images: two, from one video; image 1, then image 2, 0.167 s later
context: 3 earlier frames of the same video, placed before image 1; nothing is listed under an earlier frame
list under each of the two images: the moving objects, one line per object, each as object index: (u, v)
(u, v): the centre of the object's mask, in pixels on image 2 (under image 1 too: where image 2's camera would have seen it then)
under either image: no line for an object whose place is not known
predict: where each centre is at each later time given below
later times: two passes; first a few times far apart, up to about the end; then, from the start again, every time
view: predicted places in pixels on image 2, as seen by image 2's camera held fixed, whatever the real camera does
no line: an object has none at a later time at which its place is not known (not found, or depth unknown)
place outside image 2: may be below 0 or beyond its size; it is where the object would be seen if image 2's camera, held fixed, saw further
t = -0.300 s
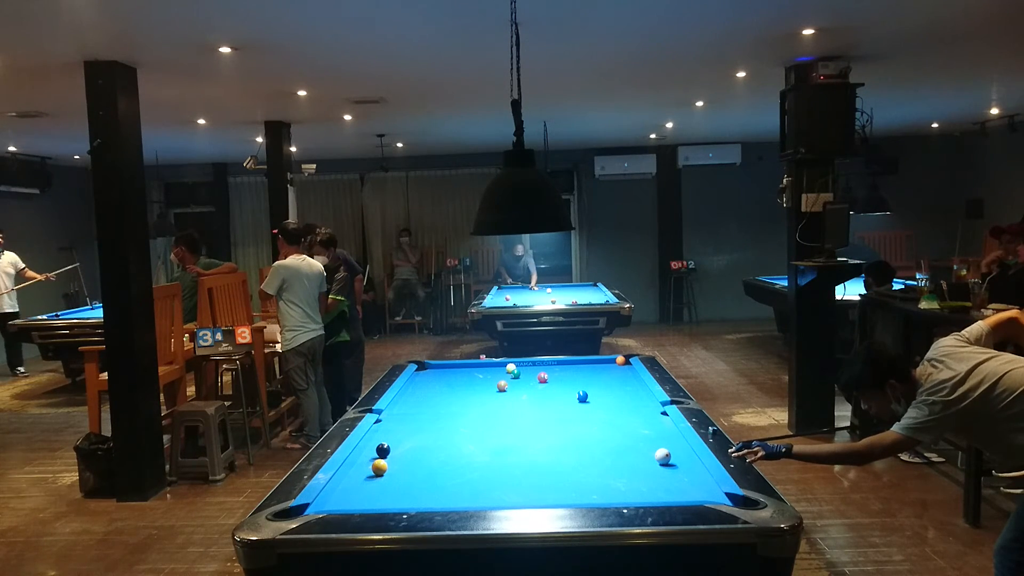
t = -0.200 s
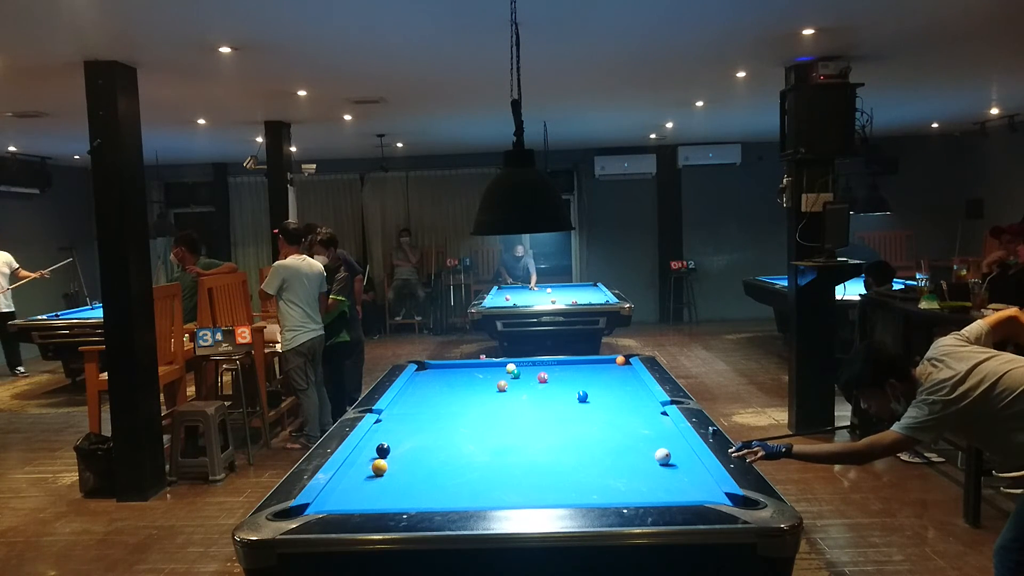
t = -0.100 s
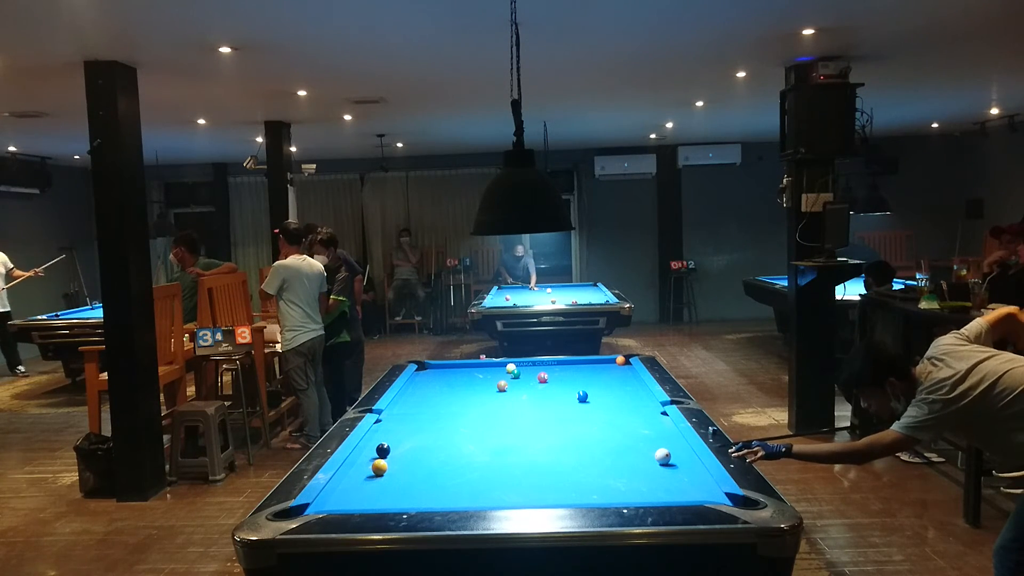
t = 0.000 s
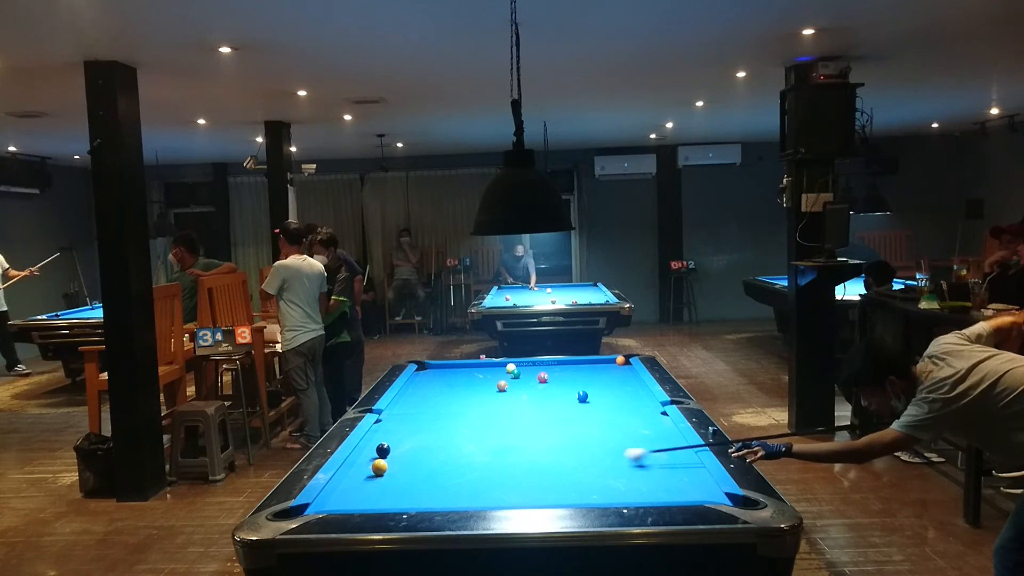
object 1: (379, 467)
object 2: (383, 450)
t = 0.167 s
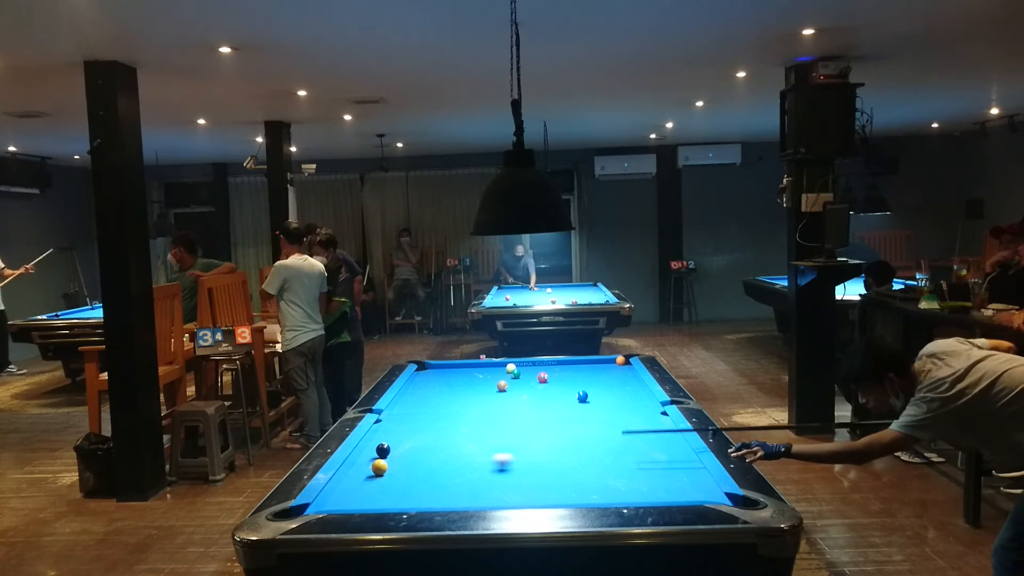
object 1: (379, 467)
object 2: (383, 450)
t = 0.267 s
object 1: (379, 467)
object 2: (383, 450)
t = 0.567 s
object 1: (410, 477)
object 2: (384, 450)
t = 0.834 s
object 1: (488, 482)
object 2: (395, 450)
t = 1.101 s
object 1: (569, 487)
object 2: (407, 450)
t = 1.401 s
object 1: (663, 492)
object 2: (419, 450)
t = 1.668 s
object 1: (703, 495)
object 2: (427, 450)
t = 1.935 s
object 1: (673, 498)
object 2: (433, 450)
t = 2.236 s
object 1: (646, 497)
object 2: (439, 450)
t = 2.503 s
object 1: (625, 496)
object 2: (443, 450)
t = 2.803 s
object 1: (604, 496)
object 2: (444, 450)
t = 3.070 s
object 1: (588, 495)
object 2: (444, 450)
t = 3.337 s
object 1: (574, 494)
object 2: (444, 450)
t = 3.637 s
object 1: (561, 494)
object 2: (444, 450)
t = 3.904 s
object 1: (551, 493)
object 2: (444, 450)
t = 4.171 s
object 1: (543, 493)
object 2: (444, 450)
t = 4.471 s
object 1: (537, 492)
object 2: (444, 450)
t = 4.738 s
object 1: (533, 491)
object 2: (444, 450)
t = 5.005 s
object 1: (531, 491)
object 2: (444, 450)
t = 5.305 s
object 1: (531, 491)
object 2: (444, 450)
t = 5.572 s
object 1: (531, 491)
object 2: (444, 450)
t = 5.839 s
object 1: (531, 490)
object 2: (444, 450)
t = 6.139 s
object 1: (531, 491)
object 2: (444, 450)
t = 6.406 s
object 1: (531, 490)
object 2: (444, 450)
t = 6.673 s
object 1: (531, 490)
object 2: (444, 450)
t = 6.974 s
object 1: (531, 491)
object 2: (444, 450)
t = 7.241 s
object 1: (531, 491)
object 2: (444, 450)
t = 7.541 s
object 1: (531, 491)
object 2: (444, 450)
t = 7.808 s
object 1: (531, 490)
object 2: (444, 450)
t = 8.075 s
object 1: (531, 490)
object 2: (444, 450)
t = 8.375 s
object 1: (531, 491)
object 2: (444, 450)
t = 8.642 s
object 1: (531, 490)
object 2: (444, 450)
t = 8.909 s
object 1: (531, 491)
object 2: (444, 450)
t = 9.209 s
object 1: (531, 490)
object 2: (444, 450)
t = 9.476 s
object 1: (531, 491)
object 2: (444, 450)
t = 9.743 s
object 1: (531, 491)
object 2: (444, 450)
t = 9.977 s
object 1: (531, 490)
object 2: (444, 450)
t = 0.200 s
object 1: (379, 467)
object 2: (383, 450)
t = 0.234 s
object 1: (379, 467)
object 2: (383, 450)
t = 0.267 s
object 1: (379, 467)
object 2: (383, 450)
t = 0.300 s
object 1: (379, 467)
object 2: (383, 450)
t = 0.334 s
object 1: (358, 470)
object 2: (383, 450)
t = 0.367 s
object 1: (346, 472)
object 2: (382, 449)
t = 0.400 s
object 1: (358, 473)
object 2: (383, 447)
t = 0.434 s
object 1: (369, 474)
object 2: (385, 447)
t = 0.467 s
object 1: (380, 475)
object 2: (385, 449)
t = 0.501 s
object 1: (391, 475)
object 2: (383, 450)
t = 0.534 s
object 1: (400, 476)
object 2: (383, 450)
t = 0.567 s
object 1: (410, 477)
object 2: (384, 450)
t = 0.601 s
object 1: (420, 477)
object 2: (384, 450)
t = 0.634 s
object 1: (429, 478)
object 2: (386, 450)
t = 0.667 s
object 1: (439, 478)
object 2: (387, 450)
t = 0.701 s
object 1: (449, 479)
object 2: (389, 450)
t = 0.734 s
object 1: (459, 479)
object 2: (391, 450)
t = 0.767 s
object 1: (469, 480)
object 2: (392, 450)
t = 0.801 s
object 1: (478, 481)
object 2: (394, 450)
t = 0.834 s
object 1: (488, 482)
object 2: (395, 450)
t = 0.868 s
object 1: (498, 482)
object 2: (397, 450)
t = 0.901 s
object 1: (508, 483)
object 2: (399, 450)
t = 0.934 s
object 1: (518, 484)
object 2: (400, 450)
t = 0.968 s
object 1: (528, 484)
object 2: (401, 450)
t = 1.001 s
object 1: (538, 485)
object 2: (403, 450)
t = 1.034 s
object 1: (549, 485)
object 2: (404, 450)
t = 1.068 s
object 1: (559, 486)
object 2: (406, 450)
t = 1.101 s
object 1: (569, 487)
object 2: (407, 450)
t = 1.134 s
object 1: (579, 487)
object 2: (409, 450)
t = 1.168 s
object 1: (590, 488)
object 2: (410, 450)
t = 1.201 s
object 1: (600, 489)
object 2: (411, 450)
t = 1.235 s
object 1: (610, 489)
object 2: (413, 450)
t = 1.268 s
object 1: (621, 490)
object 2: (414, 450)
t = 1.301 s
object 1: (631, 491)
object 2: (415, 450)
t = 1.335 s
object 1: (642, 491)
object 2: (416, 450)
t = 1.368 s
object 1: (653, 492)
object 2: (417, 450)
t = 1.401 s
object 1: (663, 492)
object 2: (419, 450)
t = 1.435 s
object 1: (674, 493)
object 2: (420, 450)
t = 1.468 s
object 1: (684, 493)
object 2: (421, 450)
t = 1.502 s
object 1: (695, 493)
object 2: (422, 450)
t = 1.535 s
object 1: (706, 494)
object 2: (423, 450)
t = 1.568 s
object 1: (716, 495)
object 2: (424, 450)
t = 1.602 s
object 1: (711, 495)
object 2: (425, 450)
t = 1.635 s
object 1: (707, 495)
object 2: (426, 450)
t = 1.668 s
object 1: (703, 495)
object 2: (427, 450)
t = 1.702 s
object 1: (699, 496)
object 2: (428, 450)
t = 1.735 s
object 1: (695, 496)
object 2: (429, 450)
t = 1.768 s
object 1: (691, 496)
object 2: (430, 451)
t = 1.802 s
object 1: (687, 497)
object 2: (430, 450)
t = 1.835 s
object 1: (683, 497)
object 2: (431, 450)
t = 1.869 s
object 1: (680, 497)
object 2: (432, 450)
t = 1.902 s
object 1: (676, 498)
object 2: (433, 450)
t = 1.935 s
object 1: (673, 498)
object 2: (433, 450)
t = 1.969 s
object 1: (669, 497)
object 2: (434, 450)
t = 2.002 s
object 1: (666, 497)
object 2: (435, 450)
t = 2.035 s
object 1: (663, 497)
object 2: (435, 450)
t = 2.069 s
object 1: (660, 497)
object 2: (436, 451)
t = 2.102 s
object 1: (657, 497)
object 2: (437, 451)
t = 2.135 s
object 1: (655, 497)
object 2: (437, 450)
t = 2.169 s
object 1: (652, 497)
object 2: (438, 450)
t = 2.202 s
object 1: (649, 497)
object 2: (439, 450)
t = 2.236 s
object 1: (646, 497)
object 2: (439, 450)
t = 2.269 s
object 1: (643, 497)
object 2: (440, 450)
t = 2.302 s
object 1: (640, 497)
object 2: (440, 450)
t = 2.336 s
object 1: (638, 497)
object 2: (441, 450)
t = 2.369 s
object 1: (635, 497)
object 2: (441, 450)
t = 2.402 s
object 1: (633, 497)
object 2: (441, 450)
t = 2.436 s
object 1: (630, 497)
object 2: (442, 450)
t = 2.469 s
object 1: (627, 497)
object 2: (442, 450)
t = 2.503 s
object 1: (625, 496)
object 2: (443, 450)
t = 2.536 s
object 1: (623, 496)
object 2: (443, 450)
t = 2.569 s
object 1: (620, 496)
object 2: (443, 450)
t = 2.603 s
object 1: (618, 496)
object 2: (443, 450)
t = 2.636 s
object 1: (615, 496)
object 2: (444, 450)
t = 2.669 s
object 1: (613, 496)
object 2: (444, 450)
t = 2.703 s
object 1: (611, 496)
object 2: (444, 450)
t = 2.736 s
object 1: (608, 496)
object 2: (444, 450)
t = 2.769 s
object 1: (606, 496)
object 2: (444, 450)
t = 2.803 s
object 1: (604, 496)
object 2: (444, 450)
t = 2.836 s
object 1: (602, 496)
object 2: (444, 450)
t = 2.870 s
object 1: (600, 496)
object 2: (445, 450)
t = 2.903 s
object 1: (598, 496)
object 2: (445, 450)
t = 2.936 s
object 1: (596, 495)
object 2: (445, 450)
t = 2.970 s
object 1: (594, 495)
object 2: (445, 450)
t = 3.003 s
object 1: (592, 495)
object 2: (444, 450)
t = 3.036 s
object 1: (590, 495)
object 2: (444, 450)
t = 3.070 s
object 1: (588, 495)
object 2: (444, 450)
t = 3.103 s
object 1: (586, 495)
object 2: (444, 450)
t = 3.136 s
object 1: (584, 495)
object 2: (444, 450)
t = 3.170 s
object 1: (582, 495)
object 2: (444, 450)
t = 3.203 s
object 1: (581, 495)
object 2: (444, 450)
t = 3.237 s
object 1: (579, 495)
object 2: (444, 450)
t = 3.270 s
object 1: (577, 495)
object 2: (444, 450)
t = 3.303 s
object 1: (576, 495)
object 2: (444, 450)
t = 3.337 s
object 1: (574, 494)
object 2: (444, 450)
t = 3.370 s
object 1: (572, 495)
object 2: (444, 450)
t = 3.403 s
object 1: (571, 494)
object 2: (444, 450)
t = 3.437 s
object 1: (569, 494)
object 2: (444, 450)
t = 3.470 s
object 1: (568, 494)
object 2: (444, 450)
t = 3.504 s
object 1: (566, 494)
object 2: (444, 450)
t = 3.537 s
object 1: (565, 494)
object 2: (444, 450)
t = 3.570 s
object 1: (563, 494)
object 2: (444, 450)
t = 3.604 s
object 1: (562, 494)
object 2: (444, 450)
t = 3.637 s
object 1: (561, 494)
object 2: (444, 450)
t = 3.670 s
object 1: (560, 494)
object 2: (444, 450)
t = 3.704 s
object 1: (558, 494)
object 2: (444, 450)
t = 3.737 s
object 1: (557, 494)
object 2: (444, 450)
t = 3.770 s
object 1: (556, 494)
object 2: (444, 450)
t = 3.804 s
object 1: (555, 493)
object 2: (444, 450)
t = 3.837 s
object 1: (553, 493)
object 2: (444, 450)
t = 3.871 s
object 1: (552, 493)
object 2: (444, 450)
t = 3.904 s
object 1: (551, 493)
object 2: (444, 450)
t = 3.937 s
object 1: (550, 493)
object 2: (444, 450)
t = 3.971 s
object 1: (549, 493)
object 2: (444, 450)
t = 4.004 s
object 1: (548, 493)
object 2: (444, 450)
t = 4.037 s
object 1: (547, 493)
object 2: (444, 450)
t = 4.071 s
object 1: (546, 493)
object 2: (444, 450)
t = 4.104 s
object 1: (545, 493)
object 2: (444, 450)
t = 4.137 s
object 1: (544, 493)
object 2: (444, 450)
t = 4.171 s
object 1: (543, 493)
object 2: (444, 450)
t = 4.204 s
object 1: (542, 492)
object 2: (444, 450)
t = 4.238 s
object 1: (541, 492)
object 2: (444, 450)
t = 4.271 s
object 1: (541, 492)
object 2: (444, 450)
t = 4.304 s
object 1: (540, 492)
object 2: (444, 450)
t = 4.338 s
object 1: (539, 492)
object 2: (444, 450)
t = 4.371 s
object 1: (539, 492)
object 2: (444, 450)
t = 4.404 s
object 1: (538, 492)
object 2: (444, 450)
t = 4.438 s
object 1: (537, 492)
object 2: (444, 450)
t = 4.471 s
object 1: (537, 492)
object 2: (444, 450)
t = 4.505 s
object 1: (536, 492)
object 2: (444, 450)
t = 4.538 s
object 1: (536, 492)
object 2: (444, 450)
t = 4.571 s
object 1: (535, 492)
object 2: (444, 450)
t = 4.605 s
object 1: (535, 492)
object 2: (444, 450)
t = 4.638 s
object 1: (534, 491)
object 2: (444, 450)
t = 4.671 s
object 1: (534, 491)
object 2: (444, 450)
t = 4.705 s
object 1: (534, 491)
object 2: (444, 450)
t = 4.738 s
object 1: (533, 491)
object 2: (444, 450)
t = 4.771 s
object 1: (533, 491)
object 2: (444, 450)
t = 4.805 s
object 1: (532, 491)
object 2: (444, 450)
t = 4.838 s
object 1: (532, 491)
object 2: (444, 450)
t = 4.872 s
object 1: (532, 491)
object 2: (444, 450)
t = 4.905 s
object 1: (532, 491)
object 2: (444, 450)
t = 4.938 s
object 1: (531, 491)
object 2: (444, 450)
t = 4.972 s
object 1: (531, 491)
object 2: (444, 450)
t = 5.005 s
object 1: (531, 491)
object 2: (444, 450)
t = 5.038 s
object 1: (531, 491)
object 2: (444, 450)
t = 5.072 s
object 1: (531, 491)
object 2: (444, 450)
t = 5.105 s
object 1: (531, 491)
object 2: (444, 450)
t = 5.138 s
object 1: (531, 490)
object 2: (444, 450)
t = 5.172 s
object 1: (531, 491)
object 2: (444, 450)
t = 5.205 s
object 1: (531, 491)
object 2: (444, 450)
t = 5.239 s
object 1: (531, 491)
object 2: (444, 450)
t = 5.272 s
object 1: (531, 491)
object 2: (444, 450)
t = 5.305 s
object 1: (531, 491)
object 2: (444, 450)
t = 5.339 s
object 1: (531, 491)
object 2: (444, 450)
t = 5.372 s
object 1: (531, 491)
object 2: (444, 450)
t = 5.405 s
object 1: (531, 491)
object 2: (444, 450)
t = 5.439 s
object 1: (531, 490)
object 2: (444, 450)
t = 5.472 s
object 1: (531, 490)
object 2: (444, 450)
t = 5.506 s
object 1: (531, 491)
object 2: (444, 450)
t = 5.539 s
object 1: (531, 491)
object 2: (444, 450)
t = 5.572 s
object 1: (531, 491)
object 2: (444, 450)
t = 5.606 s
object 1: (531, 490)
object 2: (444, 450)
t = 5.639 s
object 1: (531, 491)
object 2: (444, 450)
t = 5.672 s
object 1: (531, 491)
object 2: (444, 450)
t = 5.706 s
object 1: (531, 490)
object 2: (444, 450)
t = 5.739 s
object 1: (531, 490)
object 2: (444, 450)
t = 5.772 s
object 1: (531, 490)
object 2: (444, 450)
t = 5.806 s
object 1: (531, 491)
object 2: (444, 450)
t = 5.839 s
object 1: (531, 490)
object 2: (444, 450)
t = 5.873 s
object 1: (531, 491)
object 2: (444, 450)
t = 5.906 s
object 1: (531, 491)
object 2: (444, 450)
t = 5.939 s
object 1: (531, 491)
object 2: (444, 450)
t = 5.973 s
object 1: (531, 491)
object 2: (444, 450)
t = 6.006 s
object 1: (531, 490)
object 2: (444, 450)
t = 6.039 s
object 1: (531, 490)
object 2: (444, 450)
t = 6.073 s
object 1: (531, 490)
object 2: (444, 450)
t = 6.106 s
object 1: (531, 490)
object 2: (444, 450)
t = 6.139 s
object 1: (531, 491)
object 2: (444, 450)
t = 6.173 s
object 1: (531, 491)
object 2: (444, 450)
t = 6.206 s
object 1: (531, 490)
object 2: (444, 450)
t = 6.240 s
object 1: (531, 490)
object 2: (444, 450)
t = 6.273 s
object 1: (531, 491)
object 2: (444, 450)
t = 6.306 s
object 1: (531, 491)
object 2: (444, 450)
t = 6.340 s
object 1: (531, 490)
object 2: (444, 450)
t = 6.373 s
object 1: (531, 490)
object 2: (444, 450)
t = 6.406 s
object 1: (531, 490)
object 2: (444, 450)
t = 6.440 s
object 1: (531, 490)
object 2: (444, 450)
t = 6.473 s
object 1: (531, 490)
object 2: (444, 450)
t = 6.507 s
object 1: (531, 490)
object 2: (444, 450)
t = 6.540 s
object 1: (531, 491)
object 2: (444, 450)
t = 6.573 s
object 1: (531, 490)
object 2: (444, 450)
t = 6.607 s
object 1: (531, 490)
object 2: (444, 450)
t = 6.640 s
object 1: (531, 490)
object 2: (444, 450)
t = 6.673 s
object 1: (531, 490)
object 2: (444, 450)
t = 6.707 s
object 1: (531, 491)
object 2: (444, 450)
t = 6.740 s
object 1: (531, 490)
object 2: (444, 450)
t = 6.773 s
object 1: (531, 490)
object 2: (444, 450)
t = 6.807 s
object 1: (531, 490)
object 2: (444, 450)
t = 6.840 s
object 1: (531, 490)
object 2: (444, 450)
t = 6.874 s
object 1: (531, 490)
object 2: (444, 450)
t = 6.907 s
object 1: (531, 490)
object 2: (444, 450)
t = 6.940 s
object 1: (531, 490)
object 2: (444, 450)
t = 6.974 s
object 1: (531, 491)
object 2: (444, 450)
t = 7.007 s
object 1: (531, 490)
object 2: (444, 450)
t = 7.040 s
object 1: (531, 491)
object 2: (444, 450)
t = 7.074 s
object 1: (531, 490)
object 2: (444, 450)
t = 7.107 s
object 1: (531, 490)
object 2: (444, 450)
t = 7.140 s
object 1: (531, 491)
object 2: (444, 450)
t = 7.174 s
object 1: (531, 491)
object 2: (444, 450)
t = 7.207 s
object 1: (531, 491)
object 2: (444, 450)
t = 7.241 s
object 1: (531, 491)
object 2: (444, 450)
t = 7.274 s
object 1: (531, 491)
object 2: (444, 450)
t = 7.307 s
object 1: (531, 491)
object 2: (444, 450)
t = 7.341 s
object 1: (531, 490)
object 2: (444, 450)
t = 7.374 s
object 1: (531, 490)
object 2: (444, 450)
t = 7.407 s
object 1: (531, 490)
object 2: (444, 450)
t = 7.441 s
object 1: (531, 490)
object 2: (444, 450)
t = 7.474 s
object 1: (531, 490)
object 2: (444, 450)
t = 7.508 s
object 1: (531, 490)
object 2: (444, 450)
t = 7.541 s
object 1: (531, 491)
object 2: (444, 450)
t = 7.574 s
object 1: (531, 491)
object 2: (444, 450)
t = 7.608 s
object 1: (531, 490)
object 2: (444, 450)
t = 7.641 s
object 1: (531, 491)
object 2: (444, 450)
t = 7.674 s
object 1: (531, 491)
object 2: (444, 450)
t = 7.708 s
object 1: (531, 490)
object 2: (444, 450)
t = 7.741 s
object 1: (531, 490)
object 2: (444, 450)
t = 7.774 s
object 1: (531, 490)
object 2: (444, 450)
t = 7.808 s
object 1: (531, 490)
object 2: (444, 450)
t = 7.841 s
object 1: (531, 491)
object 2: (444, 450)
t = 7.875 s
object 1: (531, 490)
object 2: (444, 450)
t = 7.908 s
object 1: (531, 490)
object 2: (444, 450)
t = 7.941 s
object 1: (531, 490)
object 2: (444, 450)
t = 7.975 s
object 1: (531, 490)
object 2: (444, 450)
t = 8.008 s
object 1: (531, 490)
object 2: (444, 450)
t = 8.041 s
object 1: (531, 491)
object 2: (444, 450)
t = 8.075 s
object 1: (531, 490)
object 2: (444, 450)
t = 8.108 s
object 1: (531, 490)
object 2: (444, 450)
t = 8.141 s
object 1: (531, 490)
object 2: (444, 450)
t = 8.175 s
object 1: (531, 491)
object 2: (444, 450)
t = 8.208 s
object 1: (531, 490)
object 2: (444, 450)
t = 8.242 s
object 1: (531, 490)
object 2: (444, 450)
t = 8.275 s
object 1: (531, 491)
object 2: (444, 450)
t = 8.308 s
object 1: (531, 490)
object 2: (444, 450)
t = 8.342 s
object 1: (531, 490)
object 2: (444, 450)
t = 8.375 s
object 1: (531, 491)
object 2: (444, 450)
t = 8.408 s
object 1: (531, 491)
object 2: (444, 450)
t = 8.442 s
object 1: (531, 490)
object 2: (444, 450)
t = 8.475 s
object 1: (531, 491)
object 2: (444, 450)
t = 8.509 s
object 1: (531, 490)
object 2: (444, 450)
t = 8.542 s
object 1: (531, 490)
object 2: (444, 450)
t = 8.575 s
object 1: (531, 491)
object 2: (444, 450)
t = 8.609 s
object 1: (531, 490)
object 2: (444, 450)
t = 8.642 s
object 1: (531, 490)
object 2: (444, 450)
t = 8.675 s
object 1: (531, 490)
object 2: (444, 450)
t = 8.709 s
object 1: (531, 490)
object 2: (444, 450)
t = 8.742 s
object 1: (531, 490)
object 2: (444, 450)
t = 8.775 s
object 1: (531, 490)
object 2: (444, 450)
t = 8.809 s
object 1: (531, 490)
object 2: (444, 450)
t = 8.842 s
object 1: (531, 490)
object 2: (444, 450)
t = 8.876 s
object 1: (531, 490)
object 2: (444, 450)
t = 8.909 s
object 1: (531, 491)
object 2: (444, 450)
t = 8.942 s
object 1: (531, 491)
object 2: (444, 450)
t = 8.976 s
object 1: (531, 491)
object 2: (444, 450)
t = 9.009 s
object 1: (531, 491)
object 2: (444, 450)
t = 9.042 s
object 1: (531, 490)
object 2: (444, 450)
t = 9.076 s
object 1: (531, 491)
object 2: (444, 450)
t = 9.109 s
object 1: (531, 490)
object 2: (444, 450)
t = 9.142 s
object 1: (531, 491)
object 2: (444, 450)
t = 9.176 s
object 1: (531, 491)
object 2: (444, 450)
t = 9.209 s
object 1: (531, 490)
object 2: (444, 450)
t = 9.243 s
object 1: (531, 490)
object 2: (444, 450)
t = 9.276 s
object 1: (531, 490)
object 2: (444, 450)
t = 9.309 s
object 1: (531, 490)
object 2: (444, 450)
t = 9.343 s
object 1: (531, 490)
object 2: (444, 450)
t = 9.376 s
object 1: (531, 490)
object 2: (444, 450)
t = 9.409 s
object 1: (531, 491)
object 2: (444, 450)
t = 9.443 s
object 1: (531, 491)
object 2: (444, 450)
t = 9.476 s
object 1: (531, 491)
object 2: (444, 450)
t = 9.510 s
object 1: (531, 490)
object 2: (444, 450)
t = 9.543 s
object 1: (531, 490)
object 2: (444, 450)
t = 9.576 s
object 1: (531, 490)
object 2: (444, 450)
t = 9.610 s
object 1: (531, 491)
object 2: (444, 450)
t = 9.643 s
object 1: (531, 491)
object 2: (444, 450)
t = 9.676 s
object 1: (531, 490)
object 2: (444, 450)
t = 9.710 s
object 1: (531, 490)
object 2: (444, 450)
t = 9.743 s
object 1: (531, 491)
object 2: (444, 450)
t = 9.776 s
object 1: (531, 491)
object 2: (444, 450)
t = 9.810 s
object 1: (531, 490)
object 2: (444, 450)
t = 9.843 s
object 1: (531, 490)
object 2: (444, 450)
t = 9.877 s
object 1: (531, 490)
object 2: (444, 450)
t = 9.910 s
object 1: (531, 490)
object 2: (444, 450)
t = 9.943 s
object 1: (531, 490)
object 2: (444, 450)
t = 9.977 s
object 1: (531, 490)
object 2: (444, 450)
